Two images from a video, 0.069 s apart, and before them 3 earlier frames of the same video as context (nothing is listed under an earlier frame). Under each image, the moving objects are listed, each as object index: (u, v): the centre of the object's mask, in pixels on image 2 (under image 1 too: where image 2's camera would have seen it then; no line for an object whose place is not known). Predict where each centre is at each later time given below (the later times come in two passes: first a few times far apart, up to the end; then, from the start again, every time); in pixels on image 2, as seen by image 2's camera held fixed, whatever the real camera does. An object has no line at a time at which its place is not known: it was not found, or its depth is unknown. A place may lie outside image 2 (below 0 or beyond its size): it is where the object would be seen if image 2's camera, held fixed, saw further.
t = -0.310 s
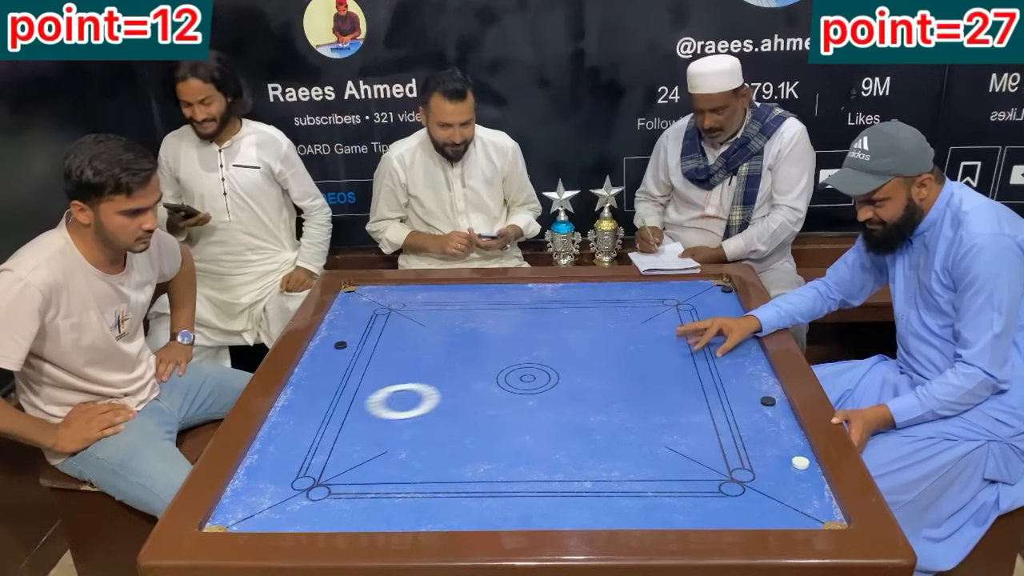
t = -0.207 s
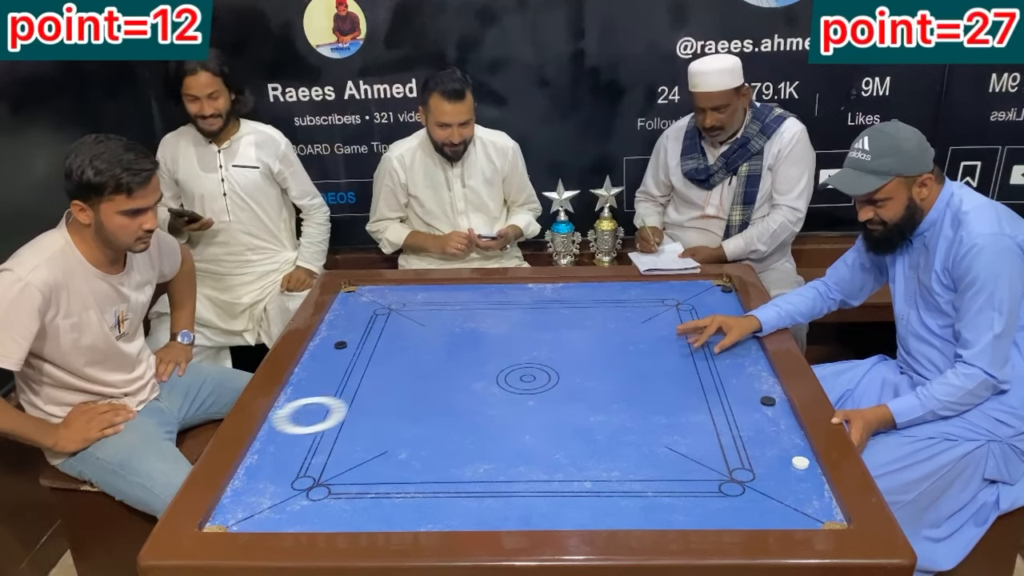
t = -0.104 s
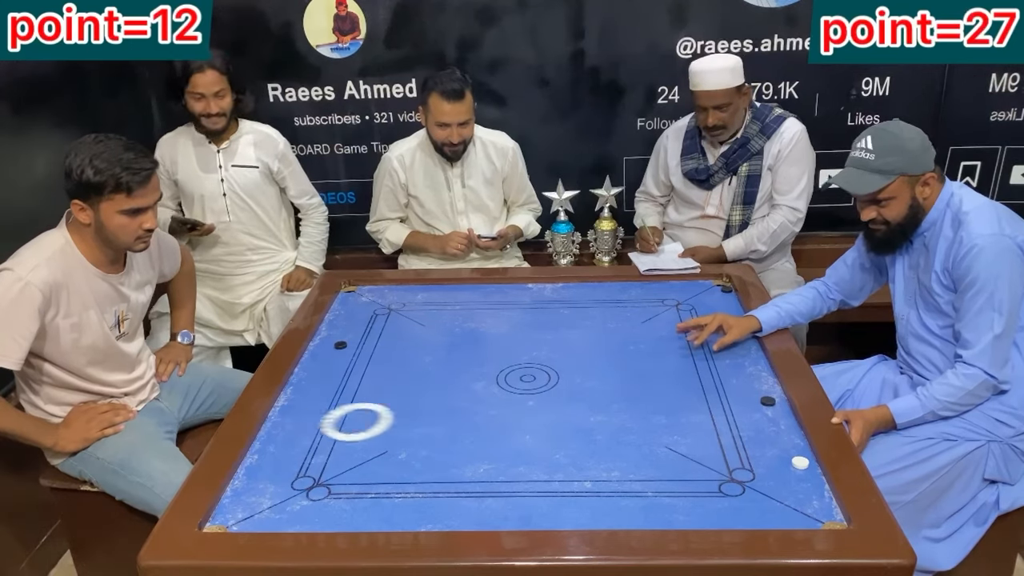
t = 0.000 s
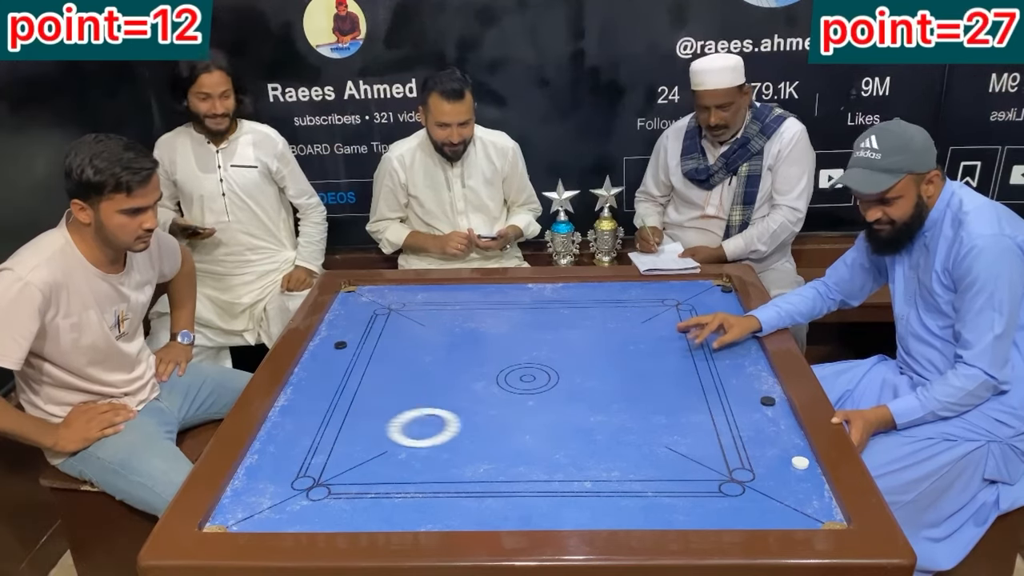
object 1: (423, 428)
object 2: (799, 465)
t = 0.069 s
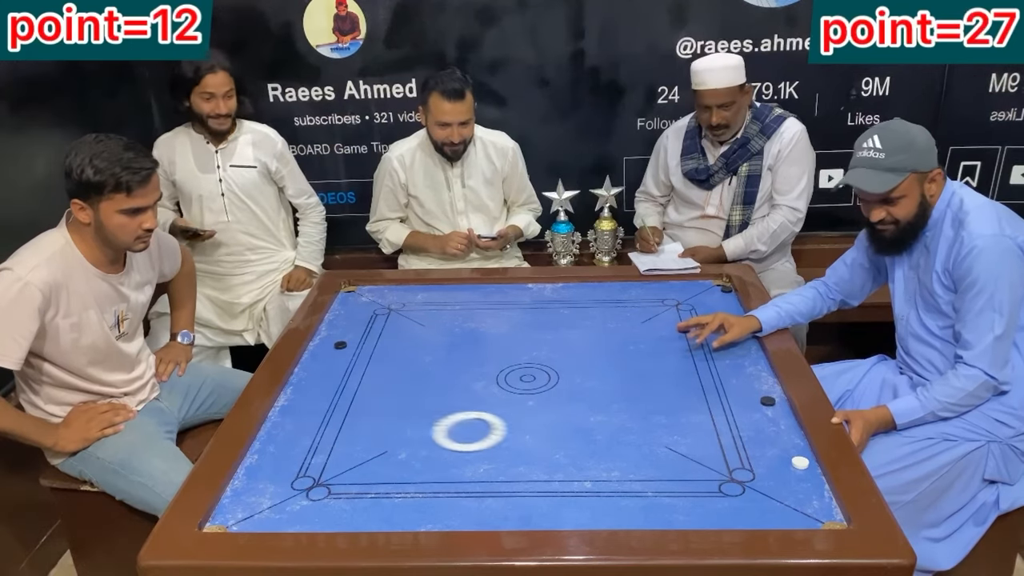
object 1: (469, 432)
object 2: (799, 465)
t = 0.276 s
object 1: (610, 444)
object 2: (799, 465)
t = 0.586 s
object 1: (767, 456)
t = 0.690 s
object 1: (770, 454)
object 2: (812, 524)
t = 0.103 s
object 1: (492, 434)
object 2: (799, 465)
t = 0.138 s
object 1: (515, 436)
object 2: (799, 465)
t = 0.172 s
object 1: (538, 438)
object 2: (799, 465)
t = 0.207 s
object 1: (562, 440)
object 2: (799, 465)
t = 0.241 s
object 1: (585, 442)
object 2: (799, 465)
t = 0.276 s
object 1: (610, 444)
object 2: (799, 465)
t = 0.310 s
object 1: (633, 447)
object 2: (799, 465)
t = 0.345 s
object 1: (658, 449)
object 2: (799, 465)
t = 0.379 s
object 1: (682, 451)
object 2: (799, 465)
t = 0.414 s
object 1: (706, 453)
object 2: (799, 465)
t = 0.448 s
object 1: (732, 456)
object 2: (800, 462)
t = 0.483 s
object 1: (757, 458)
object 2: (805, 463)
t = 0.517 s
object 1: (765, 457)
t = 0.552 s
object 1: (766, 457)
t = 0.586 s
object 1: (767, 456)
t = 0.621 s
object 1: (768, 455)
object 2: (816, 513)
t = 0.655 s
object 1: (769, 454)
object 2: (817, 523)
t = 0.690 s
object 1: (770, 454)
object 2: (812, 524)
